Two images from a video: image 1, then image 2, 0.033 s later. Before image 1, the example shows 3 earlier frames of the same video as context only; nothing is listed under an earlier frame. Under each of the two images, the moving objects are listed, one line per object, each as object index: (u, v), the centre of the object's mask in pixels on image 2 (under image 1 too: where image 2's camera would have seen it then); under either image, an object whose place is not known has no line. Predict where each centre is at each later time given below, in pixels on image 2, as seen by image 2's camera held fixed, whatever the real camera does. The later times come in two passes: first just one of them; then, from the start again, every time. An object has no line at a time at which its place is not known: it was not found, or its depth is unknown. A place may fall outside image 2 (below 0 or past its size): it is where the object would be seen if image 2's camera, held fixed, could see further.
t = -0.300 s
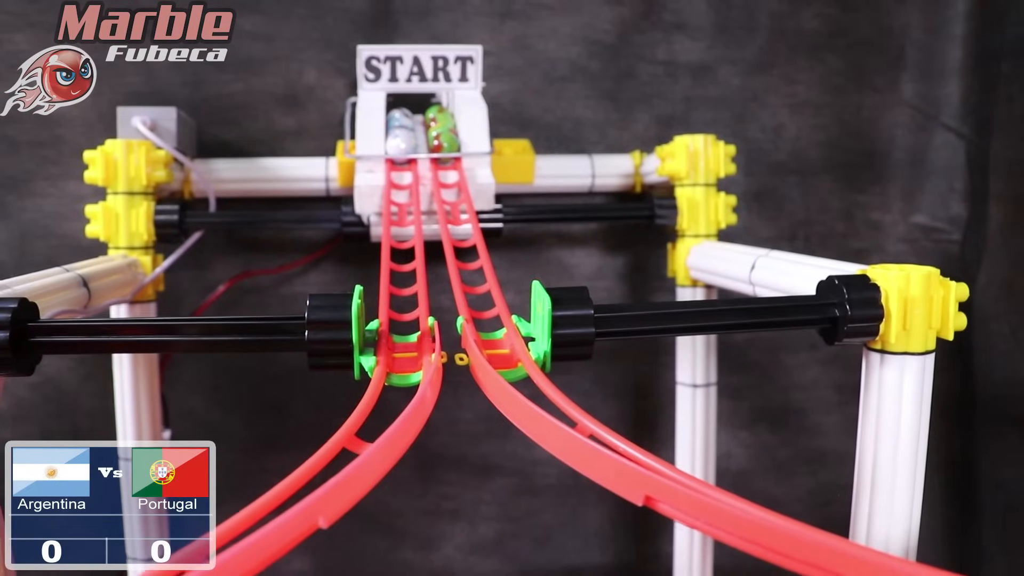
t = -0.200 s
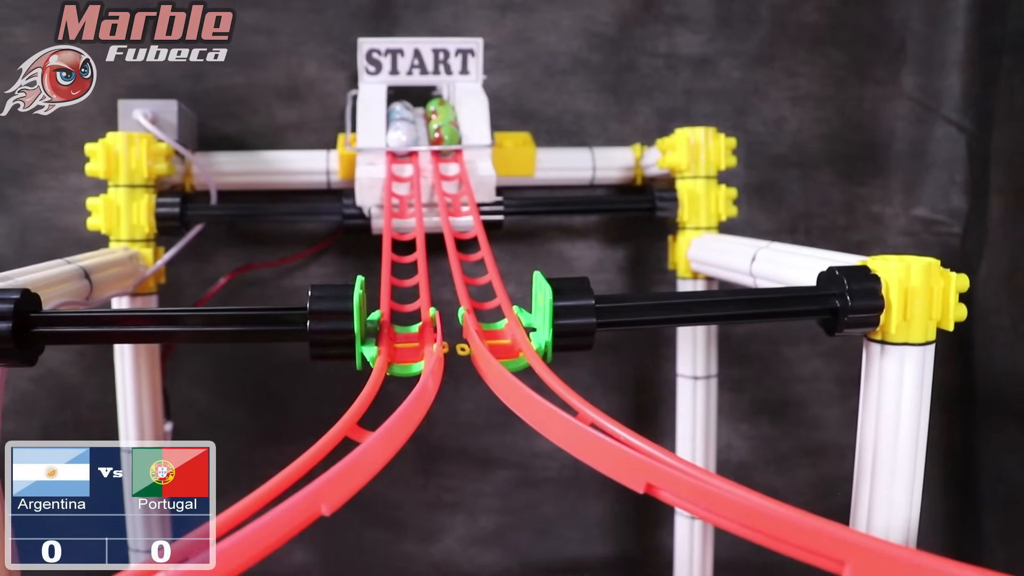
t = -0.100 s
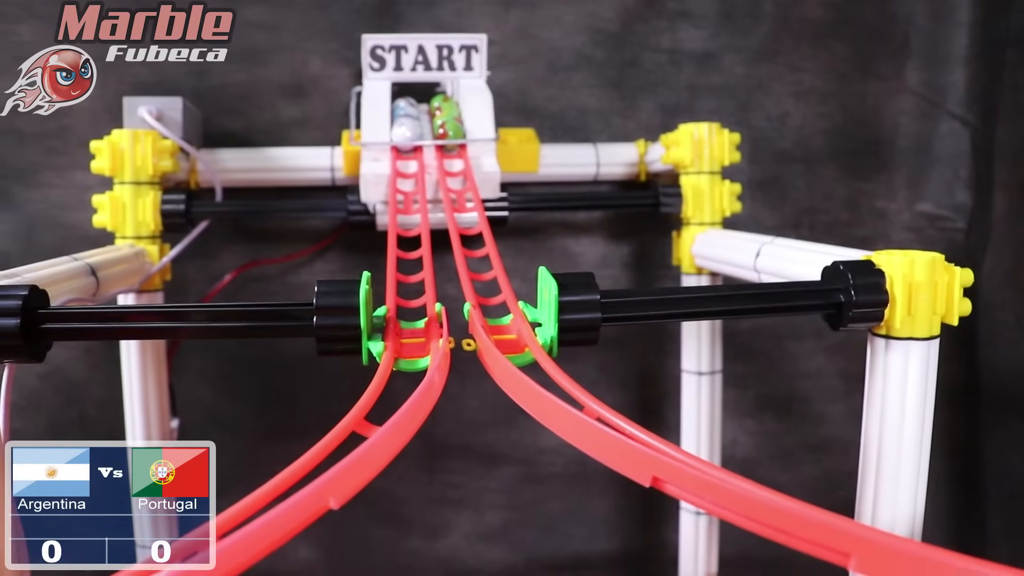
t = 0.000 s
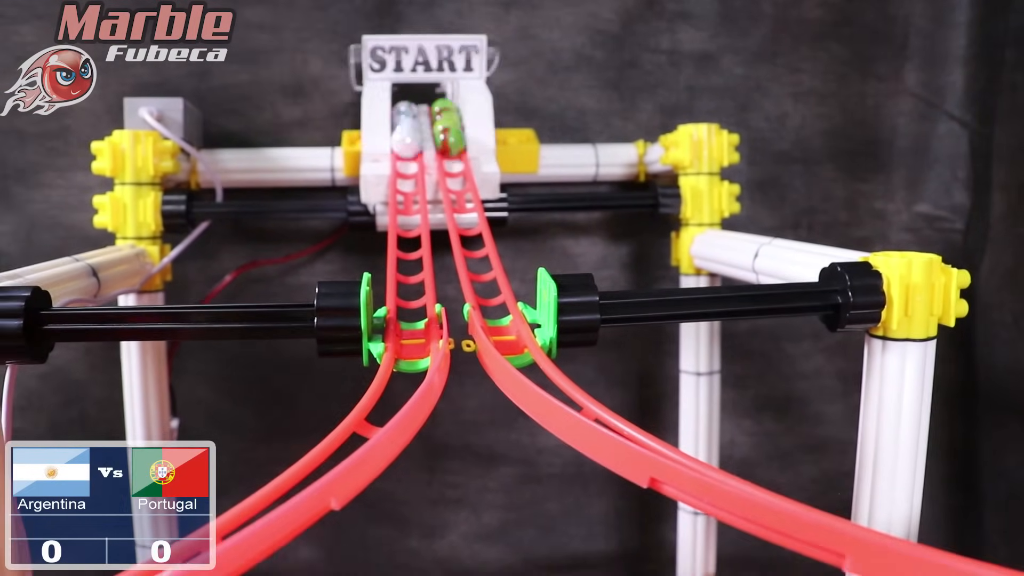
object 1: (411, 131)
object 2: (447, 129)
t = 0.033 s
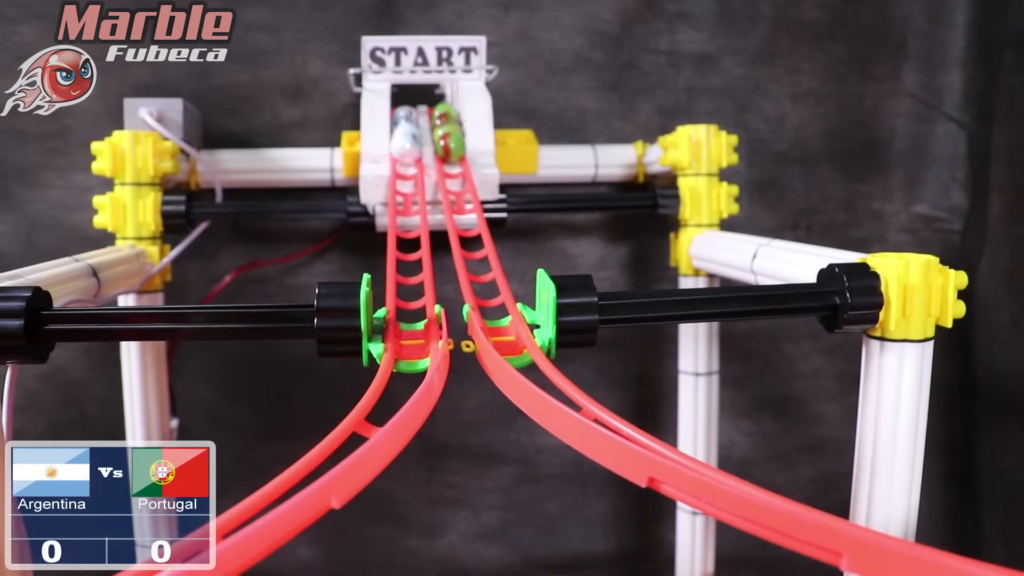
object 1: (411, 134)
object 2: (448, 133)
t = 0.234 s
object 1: (407, 197)
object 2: (464, 198)
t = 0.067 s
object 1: (411, 139)
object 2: (448, 138)
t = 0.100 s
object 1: (406, 147)
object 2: (450, 145)
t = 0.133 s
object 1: (407, 157)
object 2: (452, 155)
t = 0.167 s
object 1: (406, 166)
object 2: (455, 166)
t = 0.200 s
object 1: (408, 181)
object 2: (458, 180)
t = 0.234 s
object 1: (407, 197)
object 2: (464, 198)
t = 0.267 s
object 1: (408, 217)
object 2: (469, 217)
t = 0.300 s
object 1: (408, 238)
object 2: (475, 238)
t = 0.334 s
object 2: (484, 261)
